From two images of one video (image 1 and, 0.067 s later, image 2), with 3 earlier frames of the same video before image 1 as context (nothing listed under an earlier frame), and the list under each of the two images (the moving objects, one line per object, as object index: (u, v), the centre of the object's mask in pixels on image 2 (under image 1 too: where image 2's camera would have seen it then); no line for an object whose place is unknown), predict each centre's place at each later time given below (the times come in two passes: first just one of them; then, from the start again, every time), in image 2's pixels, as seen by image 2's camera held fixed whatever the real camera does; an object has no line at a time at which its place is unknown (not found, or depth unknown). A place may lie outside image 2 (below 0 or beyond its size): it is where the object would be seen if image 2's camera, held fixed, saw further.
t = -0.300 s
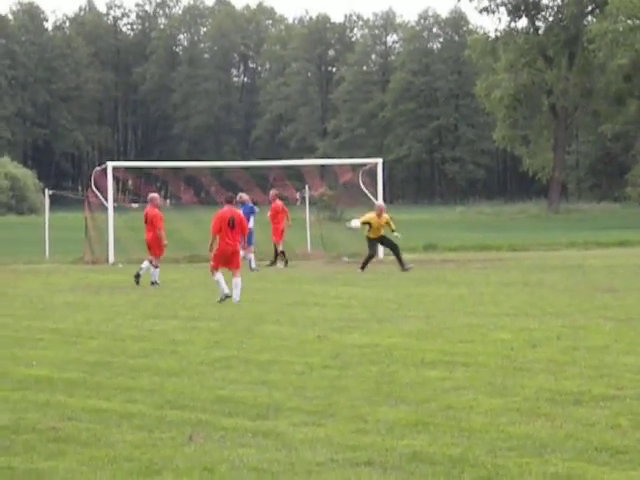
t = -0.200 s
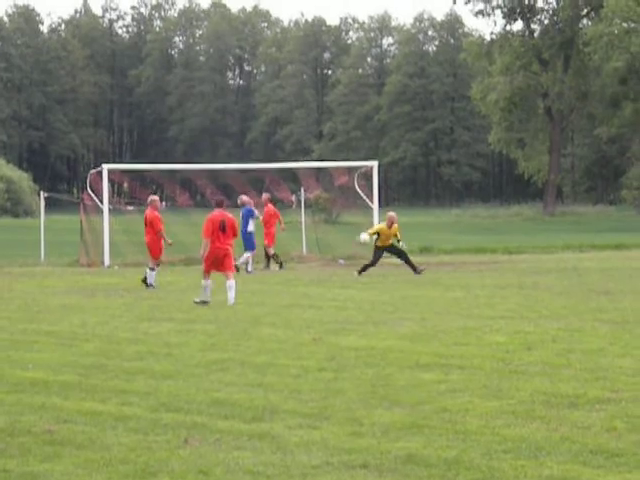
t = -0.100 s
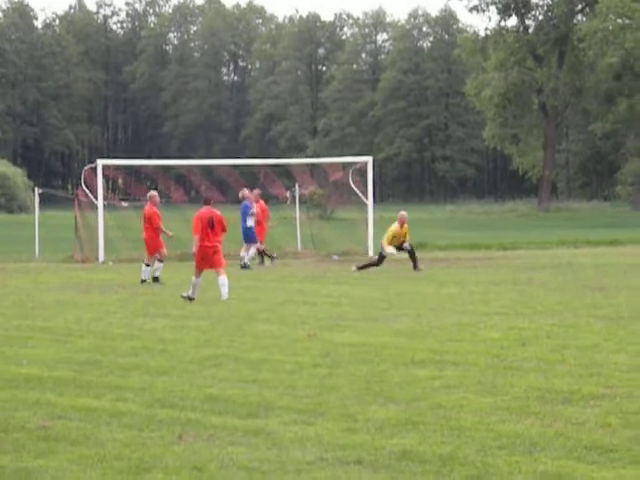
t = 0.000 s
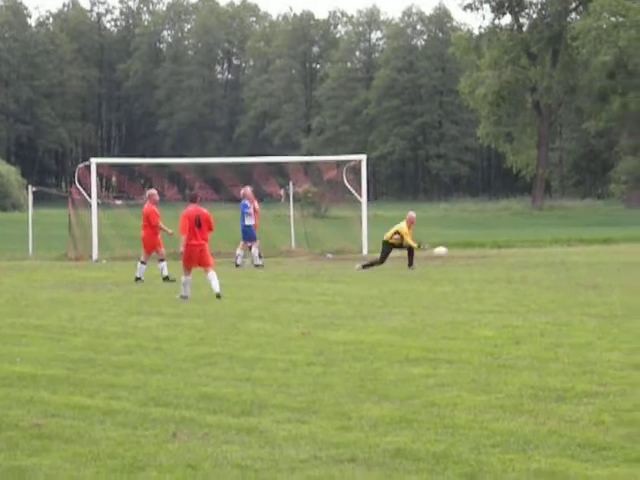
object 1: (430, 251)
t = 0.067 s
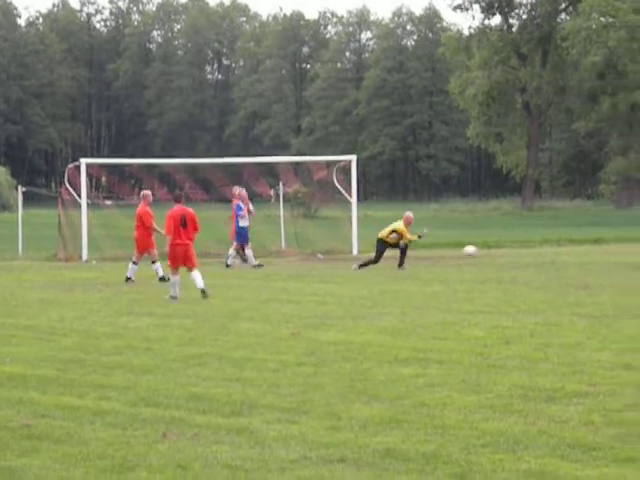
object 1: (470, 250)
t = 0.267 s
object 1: (587, 258)
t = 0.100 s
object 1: (489, 249)
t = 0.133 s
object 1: (509, 249)
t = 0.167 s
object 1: (528, 251)
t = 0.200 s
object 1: (548, 253)
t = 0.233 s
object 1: (568, 255)
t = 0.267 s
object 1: (587, 258)
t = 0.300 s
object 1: (606, 260)
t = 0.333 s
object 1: (621, 257)
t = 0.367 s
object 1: (637, 255)
